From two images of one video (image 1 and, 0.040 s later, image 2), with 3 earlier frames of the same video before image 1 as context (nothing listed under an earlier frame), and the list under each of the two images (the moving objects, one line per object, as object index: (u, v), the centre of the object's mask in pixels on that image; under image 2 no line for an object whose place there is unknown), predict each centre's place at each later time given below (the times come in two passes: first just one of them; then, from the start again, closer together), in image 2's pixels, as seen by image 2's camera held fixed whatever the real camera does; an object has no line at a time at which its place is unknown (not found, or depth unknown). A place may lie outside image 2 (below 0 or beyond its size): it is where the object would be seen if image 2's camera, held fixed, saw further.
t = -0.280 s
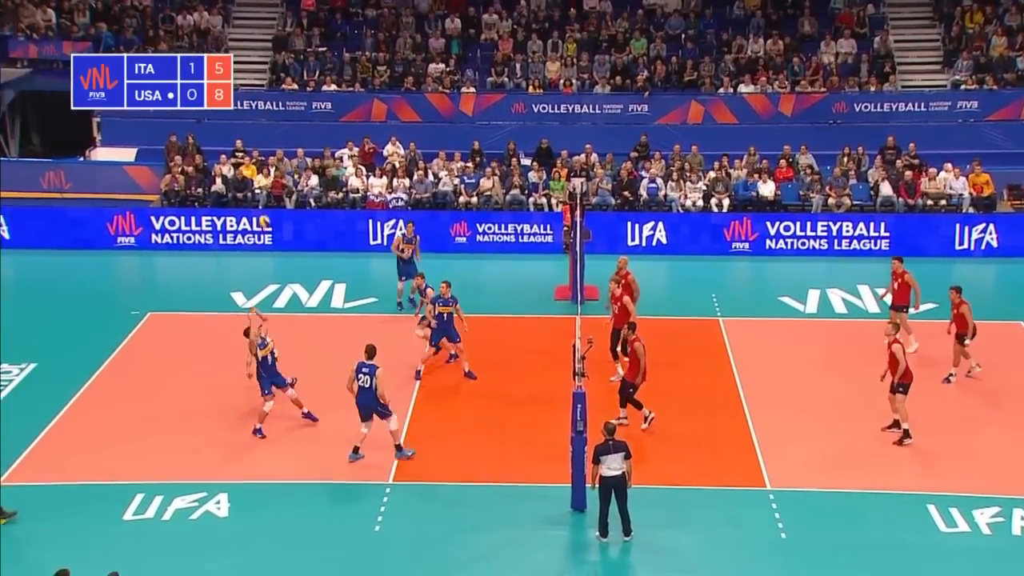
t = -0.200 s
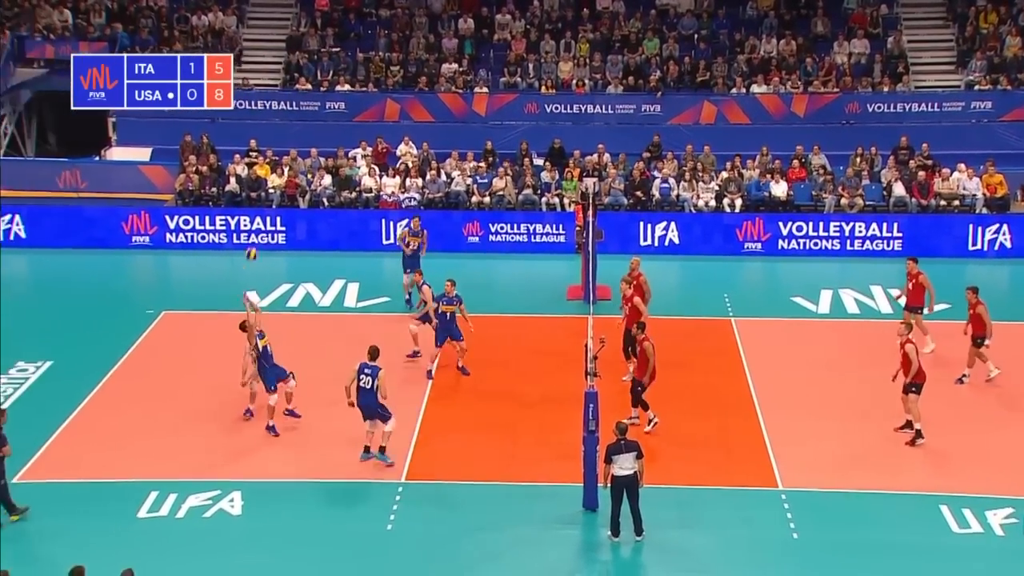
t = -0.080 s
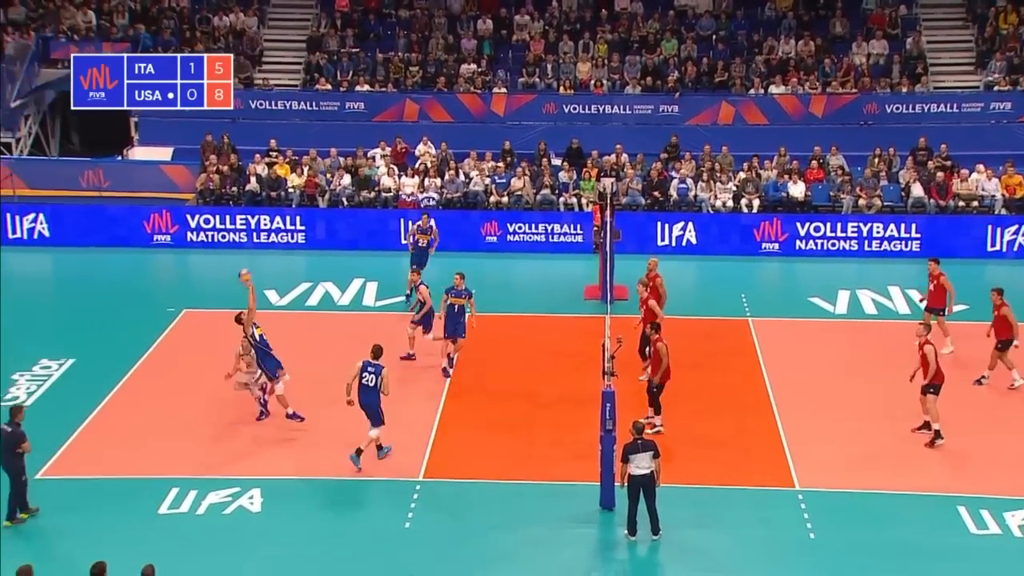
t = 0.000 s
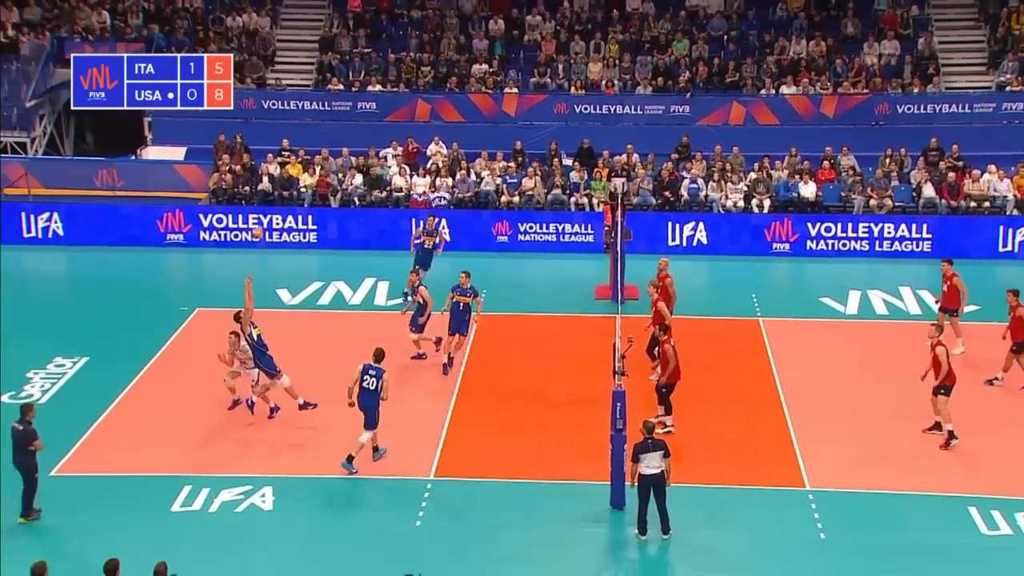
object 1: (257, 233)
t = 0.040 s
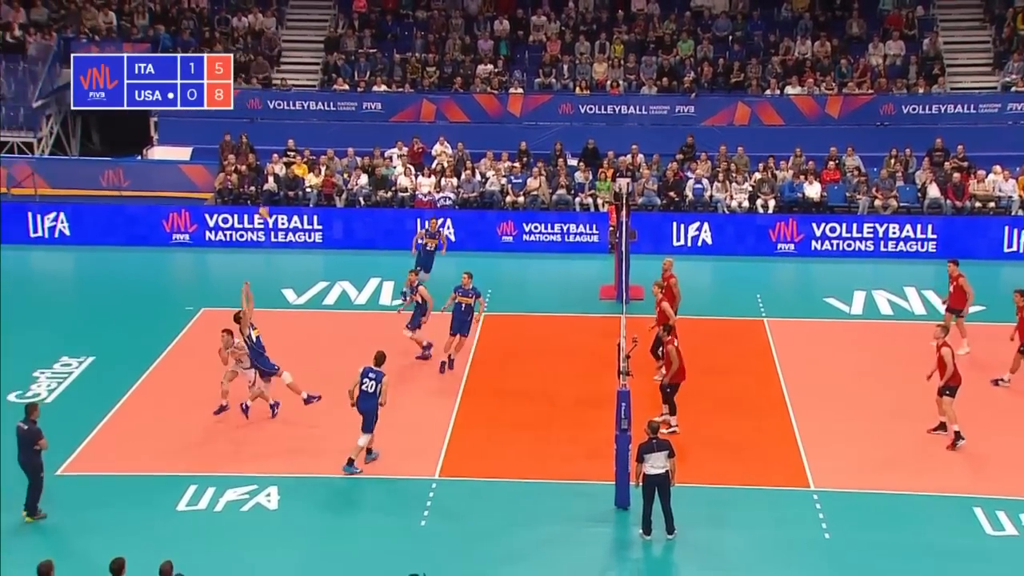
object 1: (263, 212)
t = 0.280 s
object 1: (270, 116)
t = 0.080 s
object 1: (264, 196)
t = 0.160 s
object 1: (265, 160)
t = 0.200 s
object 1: (267, 144)
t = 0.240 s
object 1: (269, 130)
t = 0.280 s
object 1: (270, 116)
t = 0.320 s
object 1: (270, 104)
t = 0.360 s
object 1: (272, 92)
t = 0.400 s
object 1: (274, 82)
